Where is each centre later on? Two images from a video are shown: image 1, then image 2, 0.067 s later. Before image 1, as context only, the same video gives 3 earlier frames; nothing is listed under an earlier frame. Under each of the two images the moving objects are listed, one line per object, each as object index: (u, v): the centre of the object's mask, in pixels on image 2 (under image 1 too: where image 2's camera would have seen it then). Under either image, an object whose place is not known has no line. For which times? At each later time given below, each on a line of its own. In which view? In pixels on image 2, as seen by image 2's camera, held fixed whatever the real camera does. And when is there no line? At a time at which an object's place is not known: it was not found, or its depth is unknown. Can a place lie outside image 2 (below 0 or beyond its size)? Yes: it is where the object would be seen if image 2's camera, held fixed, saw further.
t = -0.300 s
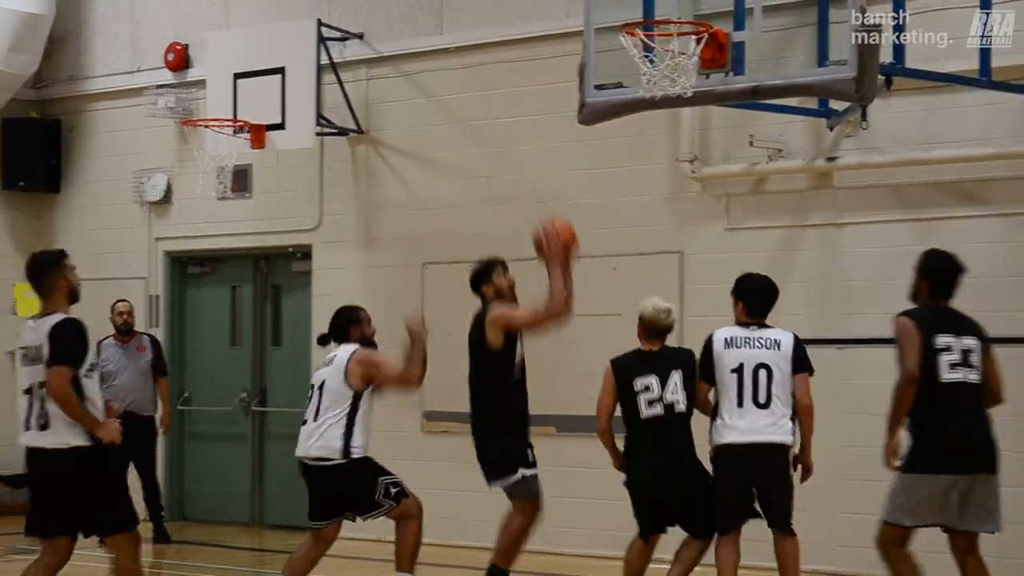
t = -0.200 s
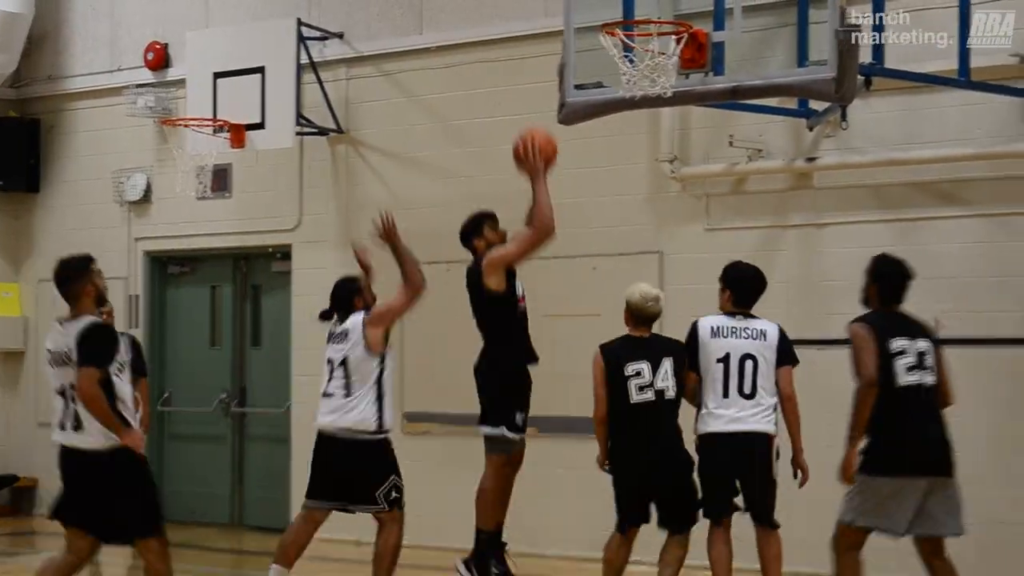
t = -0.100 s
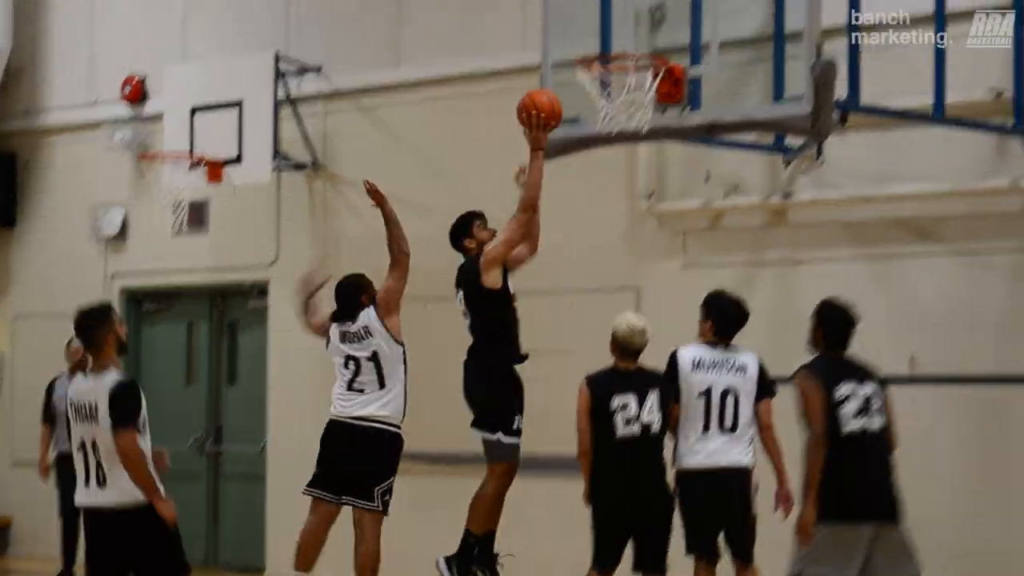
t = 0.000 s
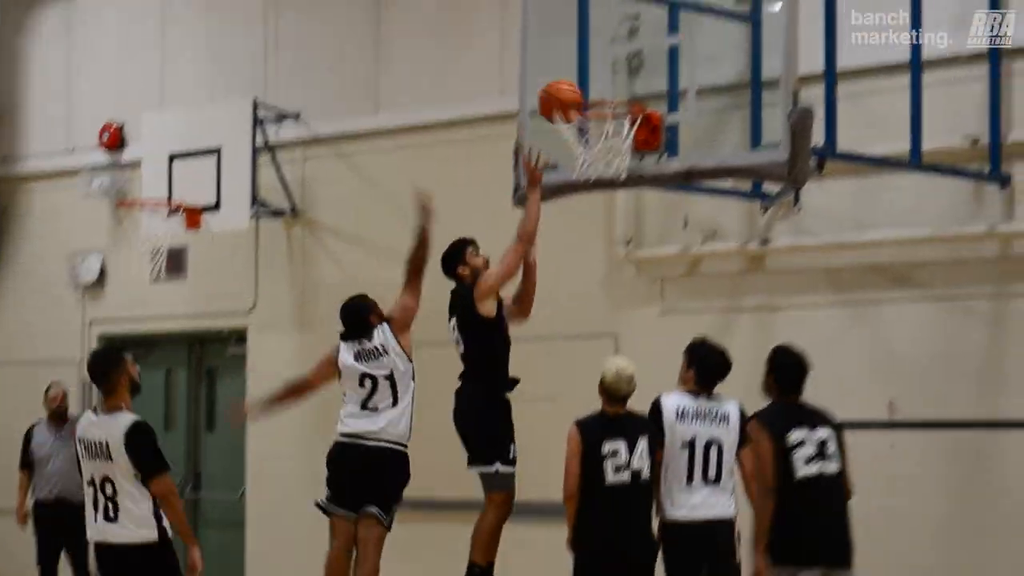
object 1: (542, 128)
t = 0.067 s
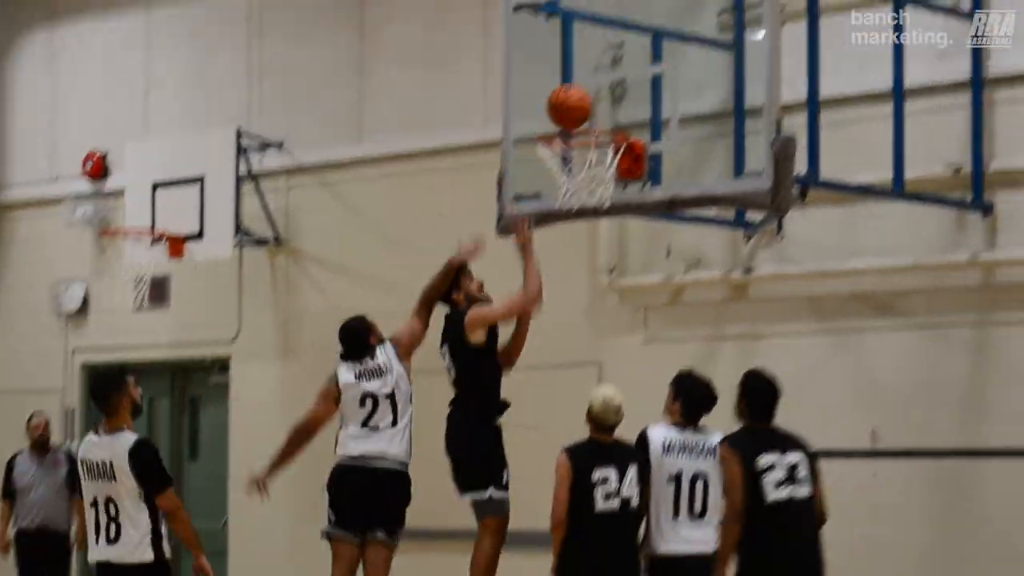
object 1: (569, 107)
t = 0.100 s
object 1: (568, 103)
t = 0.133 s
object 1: (567, 100)
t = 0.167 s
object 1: (566, 101)
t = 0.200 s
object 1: (564, 103)
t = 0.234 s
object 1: (563, 108)
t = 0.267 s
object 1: (562, 114)
